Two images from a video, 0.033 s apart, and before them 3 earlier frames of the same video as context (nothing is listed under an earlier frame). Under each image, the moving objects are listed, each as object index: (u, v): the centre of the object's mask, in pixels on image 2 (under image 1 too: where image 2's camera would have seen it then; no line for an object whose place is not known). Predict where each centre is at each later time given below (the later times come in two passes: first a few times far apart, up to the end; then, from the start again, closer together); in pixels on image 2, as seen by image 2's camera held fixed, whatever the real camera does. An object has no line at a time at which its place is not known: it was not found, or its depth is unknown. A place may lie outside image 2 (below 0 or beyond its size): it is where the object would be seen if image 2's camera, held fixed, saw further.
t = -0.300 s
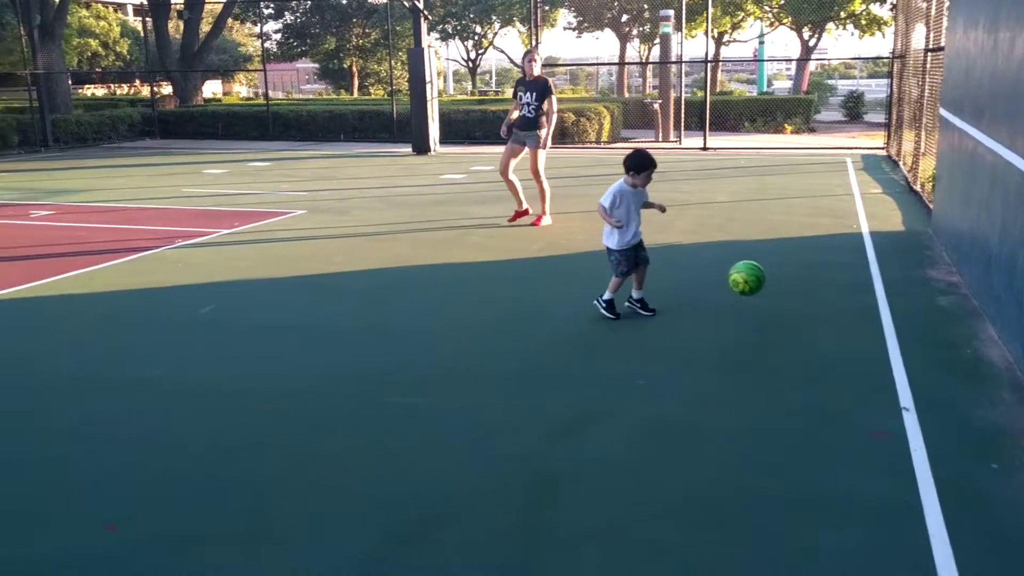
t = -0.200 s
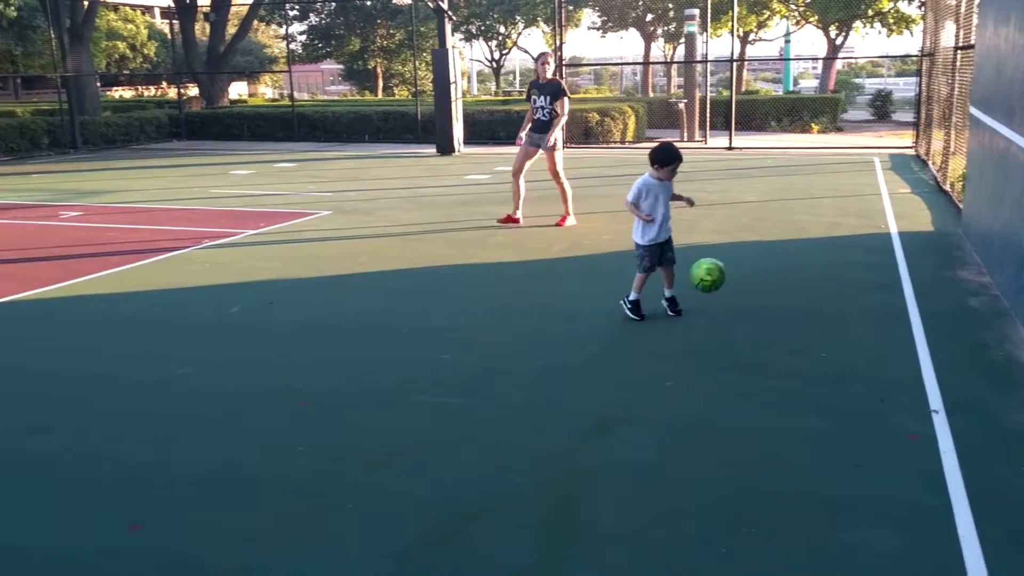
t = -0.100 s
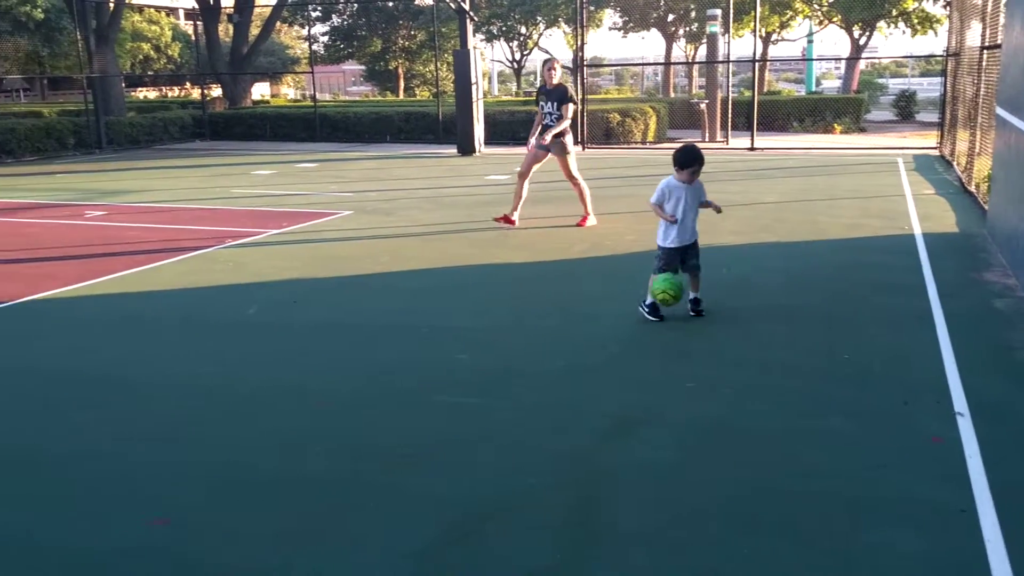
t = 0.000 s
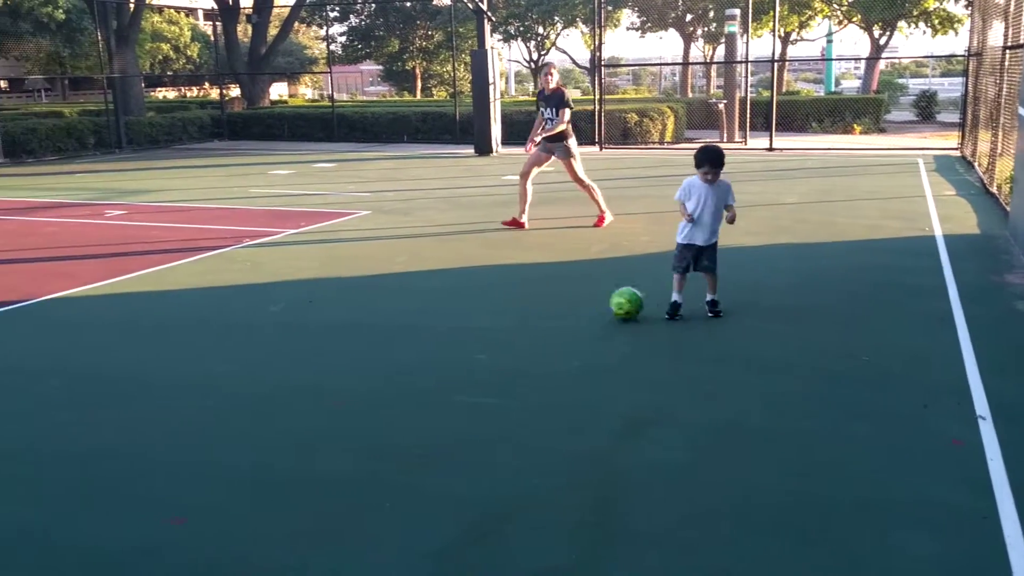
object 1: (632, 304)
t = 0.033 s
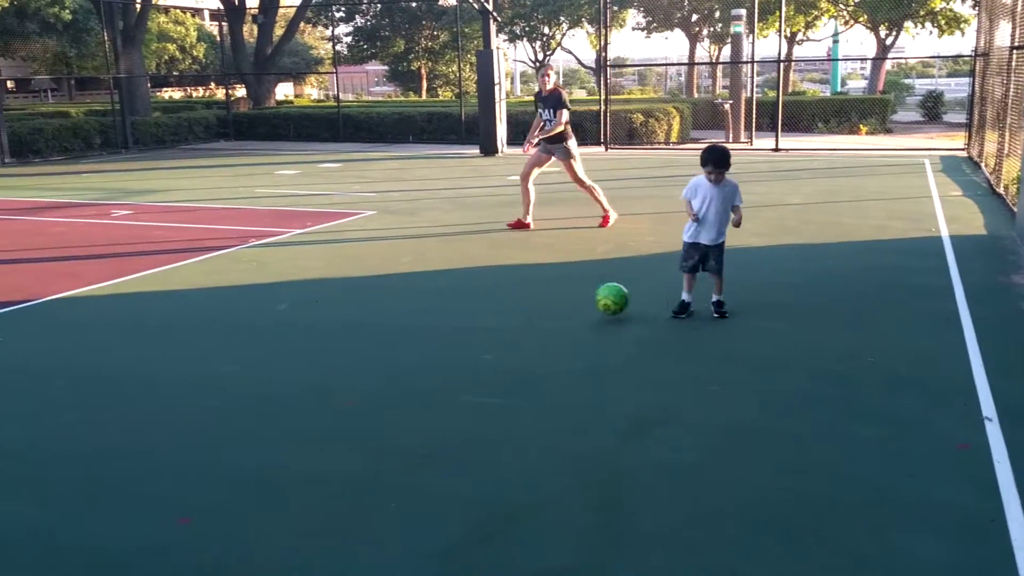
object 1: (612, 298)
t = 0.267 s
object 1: (481, 295)
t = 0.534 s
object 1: (347, 292)
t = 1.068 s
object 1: (122, 281)
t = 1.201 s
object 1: (73, 278)
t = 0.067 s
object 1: (593, 296)
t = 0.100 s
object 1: (573, 295)
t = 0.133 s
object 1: (554, 297)
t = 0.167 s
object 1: (535, 300)
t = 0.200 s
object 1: (517, 299)
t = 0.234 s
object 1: (499, 296)
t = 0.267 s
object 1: (481, 295)
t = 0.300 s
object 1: (463, 297)
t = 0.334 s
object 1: (445, 297)
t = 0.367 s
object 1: (428, 294)
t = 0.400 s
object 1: (411, 293)
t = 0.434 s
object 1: (395, 294)
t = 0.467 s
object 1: (379, 293)
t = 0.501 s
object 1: (362, 292)
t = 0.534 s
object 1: (347, 292)
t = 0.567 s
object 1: (332, 292)
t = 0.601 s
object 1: (316, 291)
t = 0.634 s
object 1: (301, 291)
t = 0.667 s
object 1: (286, 290)
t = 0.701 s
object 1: (271, 289)
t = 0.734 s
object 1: (257, 289)
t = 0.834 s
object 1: (216, 287)
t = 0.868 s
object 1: (202, 287)
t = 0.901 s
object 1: (188, 285)
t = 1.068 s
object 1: (122, 281)
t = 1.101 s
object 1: (109, 280)
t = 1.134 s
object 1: (99, 280)
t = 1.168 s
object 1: (85, 279)
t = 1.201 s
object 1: (73, 278)
